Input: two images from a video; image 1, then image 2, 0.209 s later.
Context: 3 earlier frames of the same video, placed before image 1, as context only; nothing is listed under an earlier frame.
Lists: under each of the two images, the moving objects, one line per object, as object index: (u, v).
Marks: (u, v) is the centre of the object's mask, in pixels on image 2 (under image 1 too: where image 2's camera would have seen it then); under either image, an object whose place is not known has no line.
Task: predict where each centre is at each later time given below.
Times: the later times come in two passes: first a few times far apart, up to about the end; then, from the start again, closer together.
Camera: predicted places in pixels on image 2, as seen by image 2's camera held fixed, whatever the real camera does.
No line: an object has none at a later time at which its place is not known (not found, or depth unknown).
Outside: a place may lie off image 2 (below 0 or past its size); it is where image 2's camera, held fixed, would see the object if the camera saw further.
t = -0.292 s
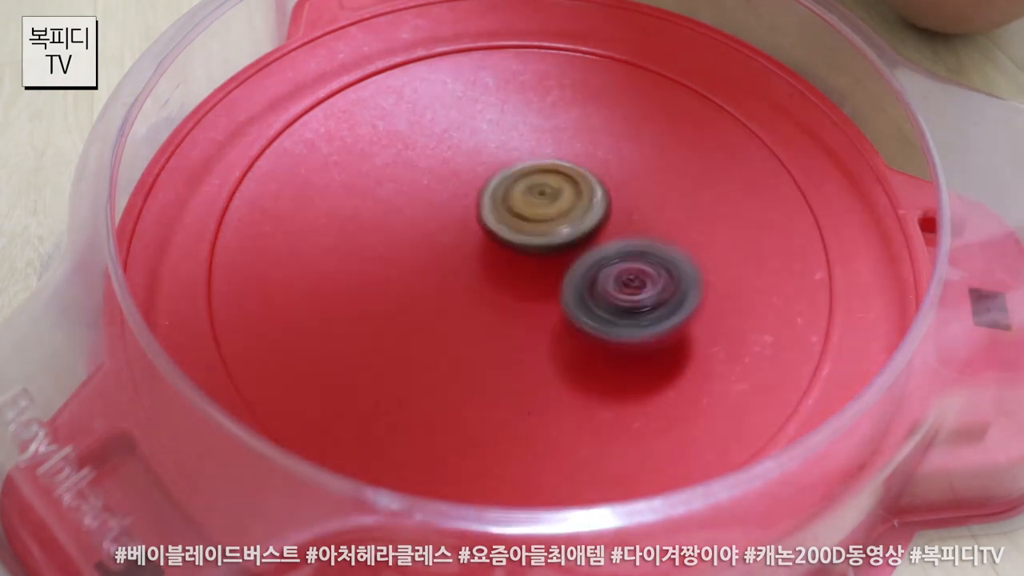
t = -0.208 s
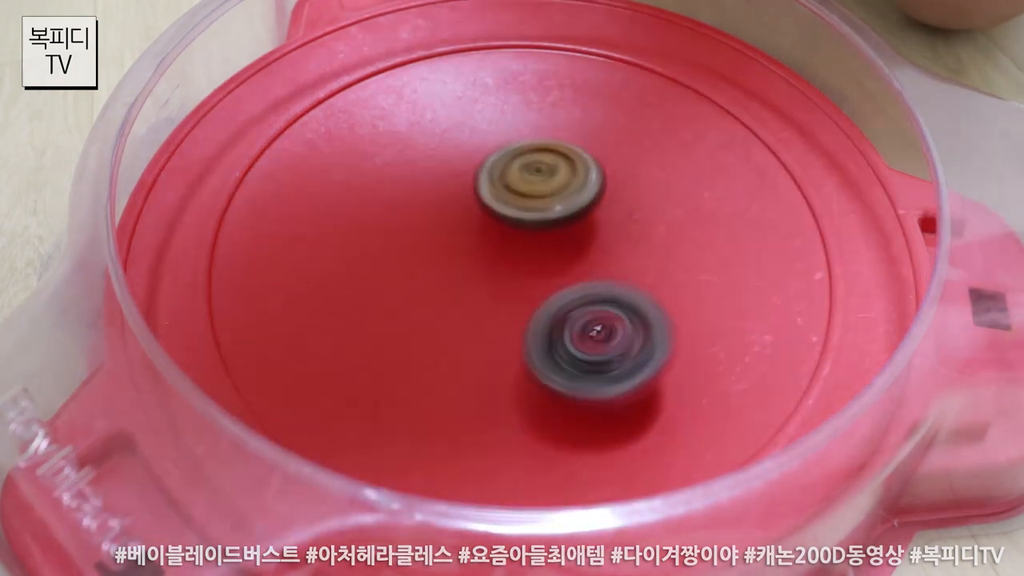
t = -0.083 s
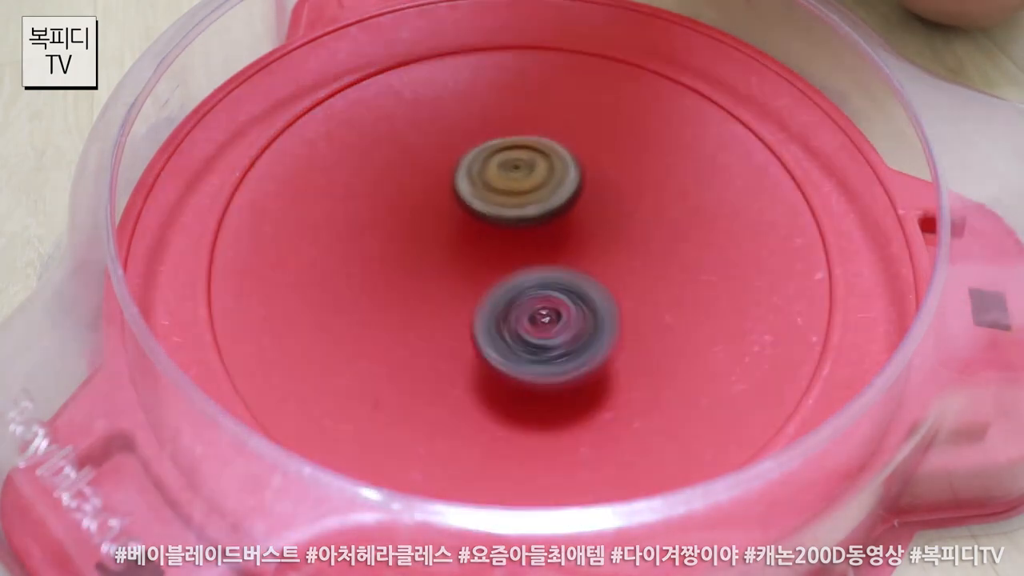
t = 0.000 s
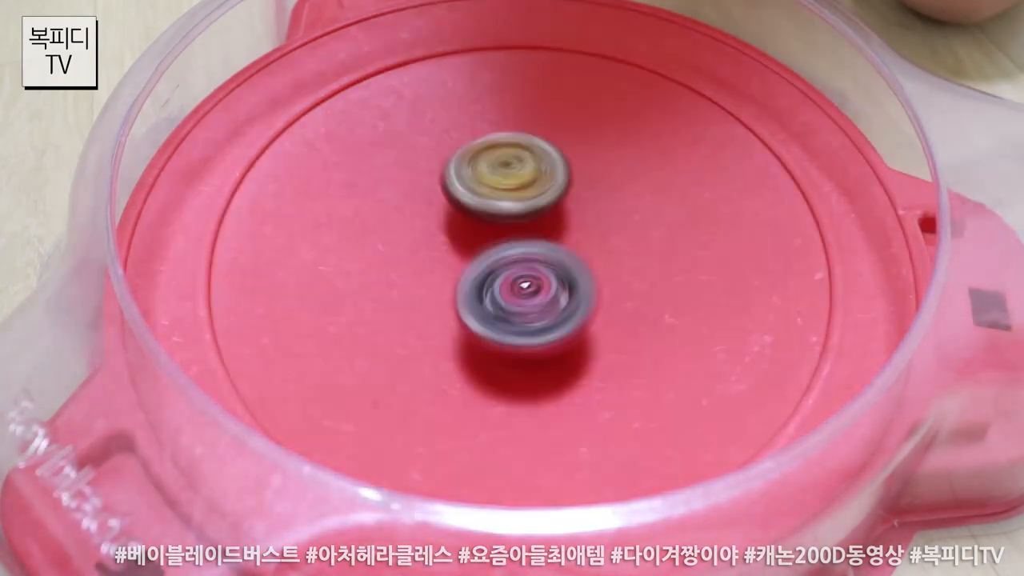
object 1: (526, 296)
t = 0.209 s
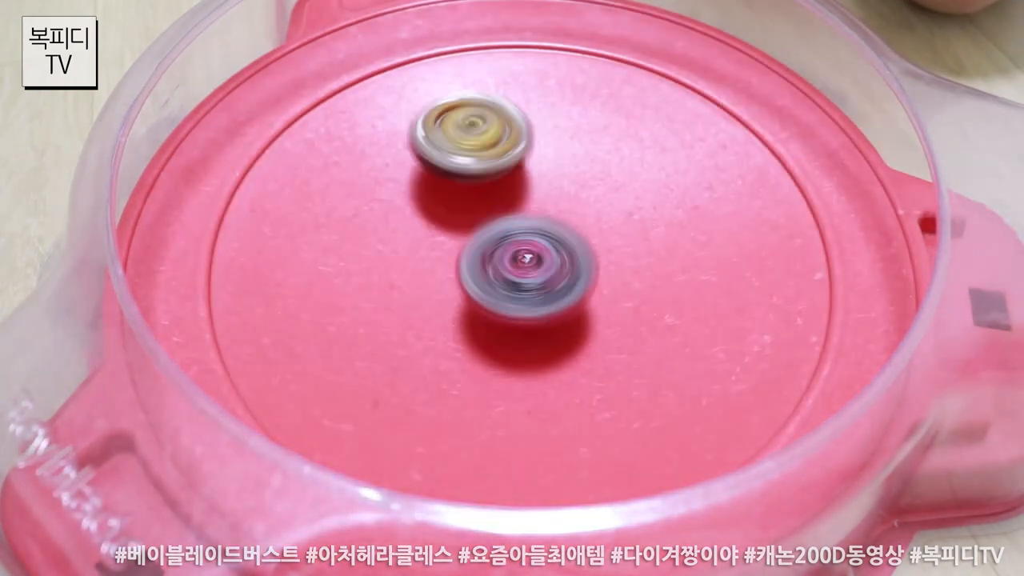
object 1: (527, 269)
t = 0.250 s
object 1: (526, 251)
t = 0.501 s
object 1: (576, 279)
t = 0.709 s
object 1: (611, 260)
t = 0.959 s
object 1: (791, 353)
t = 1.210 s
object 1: (535, 314)
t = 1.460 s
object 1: (480, 318)
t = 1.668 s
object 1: (548, 274)
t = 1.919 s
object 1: (572, 285)
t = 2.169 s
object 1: (470, 277)
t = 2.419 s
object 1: (449, 267)
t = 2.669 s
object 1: (476, 270)
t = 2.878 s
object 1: (425, 279)
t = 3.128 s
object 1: (368, 219)
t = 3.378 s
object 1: (497, 190)
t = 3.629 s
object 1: (524, 178)
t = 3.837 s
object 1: (562, 229)
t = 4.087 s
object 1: (518, 218)
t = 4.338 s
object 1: (501, 190)
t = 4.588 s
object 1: (567, 211)
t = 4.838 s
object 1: (585, 267)
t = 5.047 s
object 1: (573, 273)
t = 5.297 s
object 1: (498, 283)
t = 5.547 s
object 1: (457, 313)
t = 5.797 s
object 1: (403, 235)
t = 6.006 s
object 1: (427, 225)
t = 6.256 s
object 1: (534, 194)
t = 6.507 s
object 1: (592, 186)
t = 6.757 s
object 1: (594, 248)
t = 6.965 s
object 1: (581, 231)
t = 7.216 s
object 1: (561, 164)
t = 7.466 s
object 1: (671, 184)
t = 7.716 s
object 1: (617, 248)
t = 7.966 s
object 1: (547, 294)
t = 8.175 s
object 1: (457, 265)
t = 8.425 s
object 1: (472, 245)
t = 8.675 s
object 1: (534, 218)
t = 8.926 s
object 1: (554, 221)
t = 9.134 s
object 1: (534, 232)
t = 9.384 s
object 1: (537, 246)
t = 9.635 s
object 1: (542, 226)
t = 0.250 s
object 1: (526, 251)
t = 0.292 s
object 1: (532, 244)
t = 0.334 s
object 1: (547, 251)
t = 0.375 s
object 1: (553, 256)
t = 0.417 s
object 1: (562, 266)
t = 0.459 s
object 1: (569, 275)
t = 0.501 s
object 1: (576, 279)
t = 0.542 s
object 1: (581, 276)
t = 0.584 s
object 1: (587, 266)
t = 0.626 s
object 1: (603, 259)
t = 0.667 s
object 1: (611, 257)
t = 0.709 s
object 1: (611, 260)
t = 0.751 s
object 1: (603, 266)
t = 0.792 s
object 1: (643, 283)
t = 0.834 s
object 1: (701, 311)
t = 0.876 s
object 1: (748, 335)
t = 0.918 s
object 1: (780, 350)
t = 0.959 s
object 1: (791, 353)
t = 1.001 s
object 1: (767, 348)
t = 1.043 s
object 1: (729, 341)
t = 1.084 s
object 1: (684, 337)
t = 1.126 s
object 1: (637, 333)
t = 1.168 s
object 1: (586, 325)
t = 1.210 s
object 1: (535, 314)
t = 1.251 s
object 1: (501, 318)
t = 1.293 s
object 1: (484, 326)
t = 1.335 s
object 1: (471, 329)
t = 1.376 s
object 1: (470, 323)
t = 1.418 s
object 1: (472, 323)
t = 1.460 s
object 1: (480, 318)
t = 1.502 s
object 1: (489, 301)
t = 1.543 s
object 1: (502, 284)
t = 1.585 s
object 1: (520, 268)
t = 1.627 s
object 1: (538, 270)
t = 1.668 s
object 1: (548, 274)
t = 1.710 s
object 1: (559, 270)
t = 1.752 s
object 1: (571, 258)
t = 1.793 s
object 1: (573, 244)
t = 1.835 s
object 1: (572, 249)
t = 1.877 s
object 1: (576, 271)
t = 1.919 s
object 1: (572, 285)
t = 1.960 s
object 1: (556, 293)
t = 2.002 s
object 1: (531, 296)
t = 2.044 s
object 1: (503, 300)
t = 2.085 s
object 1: (483, 301)
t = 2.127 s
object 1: (472, 293)
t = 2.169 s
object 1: (470, 277)
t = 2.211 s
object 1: (477, 258)
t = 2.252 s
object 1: (470, 262)
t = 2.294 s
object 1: (462, 272)
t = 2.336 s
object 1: (457, 271)
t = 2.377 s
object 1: (454, 273)
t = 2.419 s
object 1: (449, 267)
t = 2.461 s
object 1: (439, 262)
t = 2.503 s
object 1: (435, 260)
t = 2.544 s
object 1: (442, 262)
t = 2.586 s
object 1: (460, 263)
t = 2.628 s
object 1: (481, 262)
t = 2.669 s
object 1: (476, 270)
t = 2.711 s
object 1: (462, 277)
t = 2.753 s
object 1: (443, 283)
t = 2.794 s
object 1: (430, 284)
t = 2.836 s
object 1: (423, 281)
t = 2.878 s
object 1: (425, 279)
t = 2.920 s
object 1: (434, 273)
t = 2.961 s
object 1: (448, 268)
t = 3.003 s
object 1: (411, 256)
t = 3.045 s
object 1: (384, 239)
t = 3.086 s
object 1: (371, 227)
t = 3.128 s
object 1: (368, 219)
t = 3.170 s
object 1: (376, 216)
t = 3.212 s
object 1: (401, 213)
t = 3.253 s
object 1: (425, 207)
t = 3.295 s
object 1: (452, 197)
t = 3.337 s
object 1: (475, 191)
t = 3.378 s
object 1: (497, 190)
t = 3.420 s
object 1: (518, 191)
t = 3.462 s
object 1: (525, 186)
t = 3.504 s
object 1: (526, 170)
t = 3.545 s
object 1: (524, 163)
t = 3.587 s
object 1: (522, 166)
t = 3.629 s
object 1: (524, 178)
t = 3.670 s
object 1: (532, 192)
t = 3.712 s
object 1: (547, 208)
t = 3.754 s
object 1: (559, 215)
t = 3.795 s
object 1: (563, 226)
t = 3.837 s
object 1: (562, 229)
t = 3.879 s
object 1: (553, 229)
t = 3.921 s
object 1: (538, 236)
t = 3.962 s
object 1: (523, 240)
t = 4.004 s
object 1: (515, 241)
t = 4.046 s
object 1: (514, 232)
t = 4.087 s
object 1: (518, 218)
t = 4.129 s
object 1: (516, 201)
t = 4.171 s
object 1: (506, 187)
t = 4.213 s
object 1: (498, 179)
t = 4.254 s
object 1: (497, 179)
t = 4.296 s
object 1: (494, 181)
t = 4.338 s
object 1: (501, 190)
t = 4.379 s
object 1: (514, 199)
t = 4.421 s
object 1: (528, 206)
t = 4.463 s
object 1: (543, 211)
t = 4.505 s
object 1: (558, 215)
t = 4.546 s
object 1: (565, 216)
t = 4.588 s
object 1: (567, 211)
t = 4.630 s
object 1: (578, 212)
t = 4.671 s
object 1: (580, 213)
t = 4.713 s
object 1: (579, 223)
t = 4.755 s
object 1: (584, 237)
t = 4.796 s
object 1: (587, 255)
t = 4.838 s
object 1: (585, 267)
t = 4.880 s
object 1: (580, 278)
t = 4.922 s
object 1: (576, 283)
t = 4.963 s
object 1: (575, 286)
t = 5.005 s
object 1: (575, 283)
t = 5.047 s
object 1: (573, 273)
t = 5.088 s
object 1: (567, 255)
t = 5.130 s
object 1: (557, 237)
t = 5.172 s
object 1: (547, 235)
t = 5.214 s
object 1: (539, 258)
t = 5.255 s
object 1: (523, 274)
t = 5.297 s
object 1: (498, 283)
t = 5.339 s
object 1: (469, 289)
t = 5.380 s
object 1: (442, 296)
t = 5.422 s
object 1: (426, 306)
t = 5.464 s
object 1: (423, 315)
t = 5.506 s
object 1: (435, 318)
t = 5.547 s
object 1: (457, 313)
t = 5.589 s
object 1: (476, 300)
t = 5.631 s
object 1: (487, 281)
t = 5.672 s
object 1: (476, 262)
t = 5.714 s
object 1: (447, 254)
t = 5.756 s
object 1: (422, 243)
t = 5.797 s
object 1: (403, 235)
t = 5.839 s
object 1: (391, 229)
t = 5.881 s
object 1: (387, 224)
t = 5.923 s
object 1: (392, 223)
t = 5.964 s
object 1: (405, 223)
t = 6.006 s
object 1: (427, 225)
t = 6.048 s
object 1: (452, 225)
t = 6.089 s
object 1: (480, 222)
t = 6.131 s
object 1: (507, 215)
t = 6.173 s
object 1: (525, 206)
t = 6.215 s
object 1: (533, 200)
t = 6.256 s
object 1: (534, 194)
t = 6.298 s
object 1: (533, 196)
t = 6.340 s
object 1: (535, 204)
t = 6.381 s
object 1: (545, 217)
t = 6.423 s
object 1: (563, 205)
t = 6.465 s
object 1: (580, 195)
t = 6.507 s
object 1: (592, 186)
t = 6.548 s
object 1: (596, 184)
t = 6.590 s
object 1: (594, 189)
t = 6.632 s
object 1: (591, 200)
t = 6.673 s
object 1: (591, 216)
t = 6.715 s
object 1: (593, 236)
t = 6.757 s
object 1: (594, 248)
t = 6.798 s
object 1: (595, 256)
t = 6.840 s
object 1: (593, 257)
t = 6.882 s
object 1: (592, 248)
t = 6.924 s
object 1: (589, 240)
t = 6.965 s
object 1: (581, 231)
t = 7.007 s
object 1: (568, 222)
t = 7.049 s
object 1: (552, 209)
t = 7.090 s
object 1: (533, 194)
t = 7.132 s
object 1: (511, 186)
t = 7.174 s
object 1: (506, 181)
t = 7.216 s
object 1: (561, 164)
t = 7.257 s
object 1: (603, 154)
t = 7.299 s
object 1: (636, 153)
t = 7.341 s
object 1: (661, 150)
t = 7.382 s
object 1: (672, 155)
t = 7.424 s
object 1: (674, 171)
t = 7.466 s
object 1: (671, 184)
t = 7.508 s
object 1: (669, 199)
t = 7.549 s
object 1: (661, 220)
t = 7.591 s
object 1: (652, 226)
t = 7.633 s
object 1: (645, 241)
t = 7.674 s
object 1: (629, 250)
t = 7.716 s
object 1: (617, 248)
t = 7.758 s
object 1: (601, 256)
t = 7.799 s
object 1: (591, 260)
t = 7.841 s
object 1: (584, 277)
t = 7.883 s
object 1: (574, 287)
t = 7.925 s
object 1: (561, 292)
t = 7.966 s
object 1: (547, 294)
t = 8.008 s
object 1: (526, 281)
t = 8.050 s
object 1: (511, 279)
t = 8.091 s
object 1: (489, 272)
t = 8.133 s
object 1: (475, 270)
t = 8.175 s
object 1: (457, 265)
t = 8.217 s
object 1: (449, 264)
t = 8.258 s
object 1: (446, 261)
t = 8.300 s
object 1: (448, 257)
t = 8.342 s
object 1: (455, 252)
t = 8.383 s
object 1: (461, 241)
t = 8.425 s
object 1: (472, 245)
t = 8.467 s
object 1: (487, 229)
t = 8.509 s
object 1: (502, 235)
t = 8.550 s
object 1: (513, 221)
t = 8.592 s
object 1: (520, 220)
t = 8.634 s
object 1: (530, 225)
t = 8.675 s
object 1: (534, 218)
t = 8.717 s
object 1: (539, 217)
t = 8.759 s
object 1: (542, 215)
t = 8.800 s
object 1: (547, 217)
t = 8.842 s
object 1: (557, 219)
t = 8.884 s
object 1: (560, 222)
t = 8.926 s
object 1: (554, 221)
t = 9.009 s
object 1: (544, 232)
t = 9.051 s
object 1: (540, 232)
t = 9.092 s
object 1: (539, 231)
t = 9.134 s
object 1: (534, 232)
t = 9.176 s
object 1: (533, 244)
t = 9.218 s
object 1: (531, 242)
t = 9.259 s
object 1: (528, 241)
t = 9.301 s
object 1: (527, 243)
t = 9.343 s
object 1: (533, 247)
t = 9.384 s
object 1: (537, 246)
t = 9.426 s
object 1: (539, 247)
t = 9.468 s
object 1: (538, 246)
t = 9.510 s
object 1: (535, 244)
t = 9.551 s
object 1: (535, 238)
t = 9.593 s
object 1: (538, 232)
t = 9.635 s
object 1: (542, 226)
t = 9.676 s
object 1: (541, 225)
